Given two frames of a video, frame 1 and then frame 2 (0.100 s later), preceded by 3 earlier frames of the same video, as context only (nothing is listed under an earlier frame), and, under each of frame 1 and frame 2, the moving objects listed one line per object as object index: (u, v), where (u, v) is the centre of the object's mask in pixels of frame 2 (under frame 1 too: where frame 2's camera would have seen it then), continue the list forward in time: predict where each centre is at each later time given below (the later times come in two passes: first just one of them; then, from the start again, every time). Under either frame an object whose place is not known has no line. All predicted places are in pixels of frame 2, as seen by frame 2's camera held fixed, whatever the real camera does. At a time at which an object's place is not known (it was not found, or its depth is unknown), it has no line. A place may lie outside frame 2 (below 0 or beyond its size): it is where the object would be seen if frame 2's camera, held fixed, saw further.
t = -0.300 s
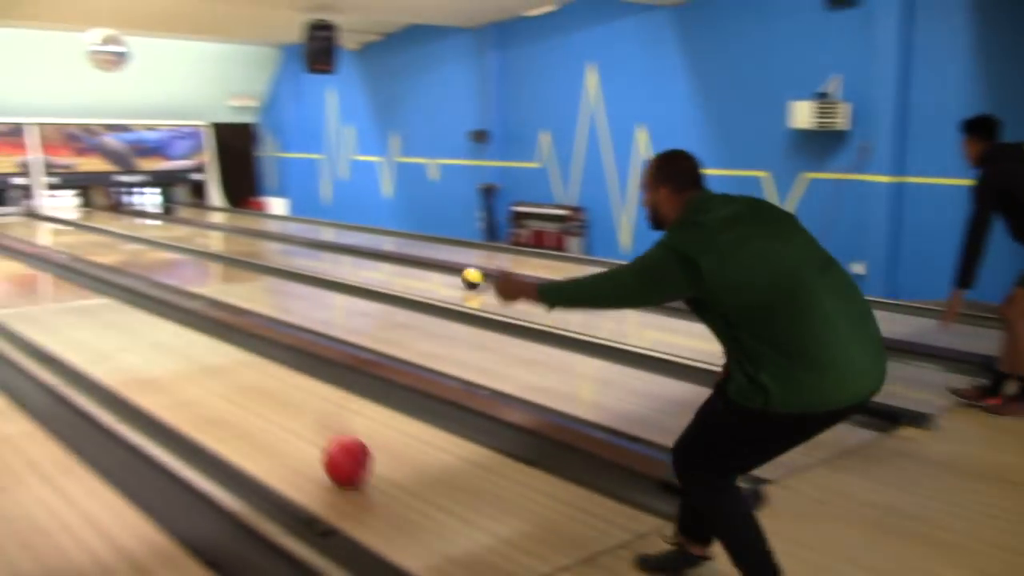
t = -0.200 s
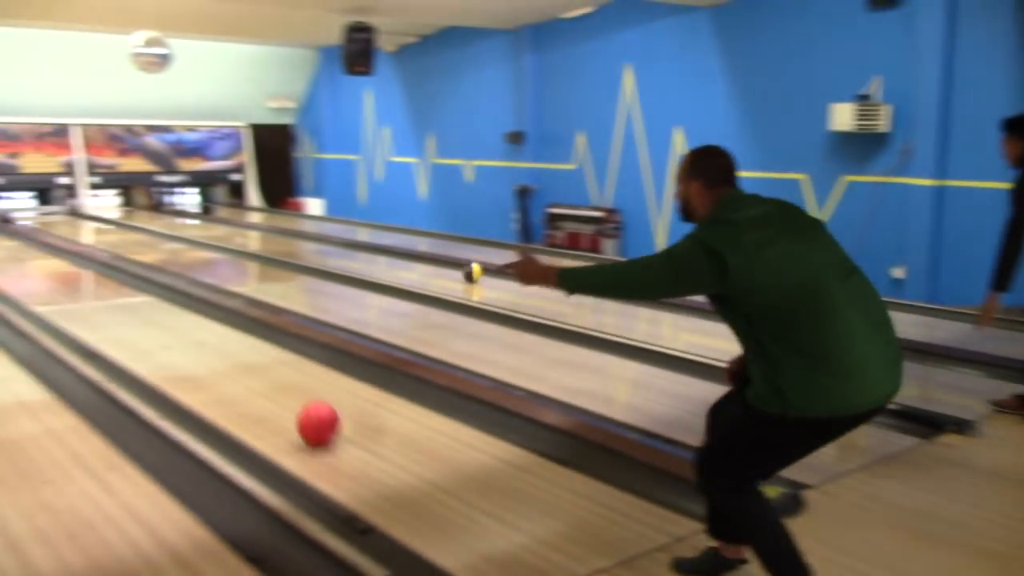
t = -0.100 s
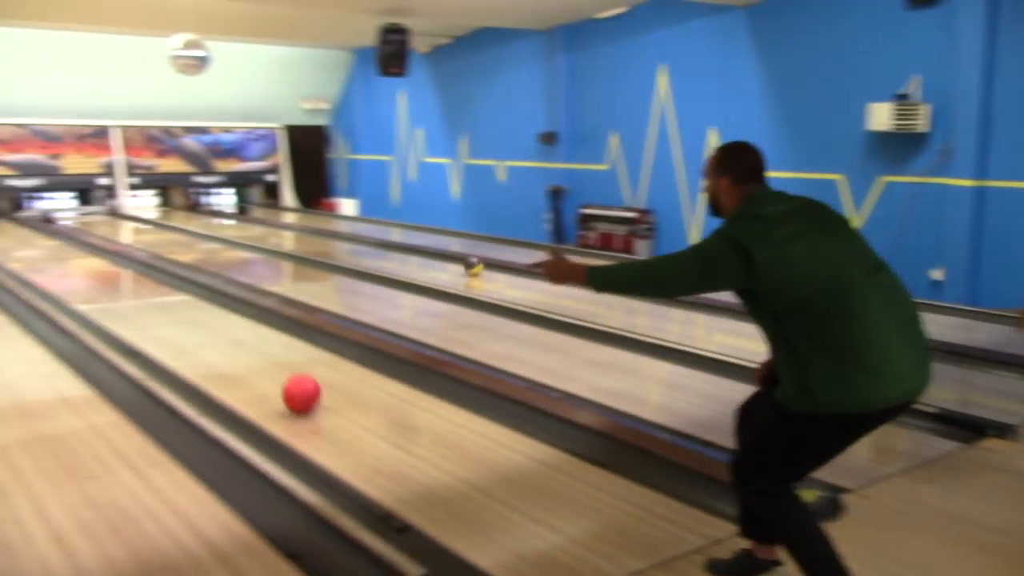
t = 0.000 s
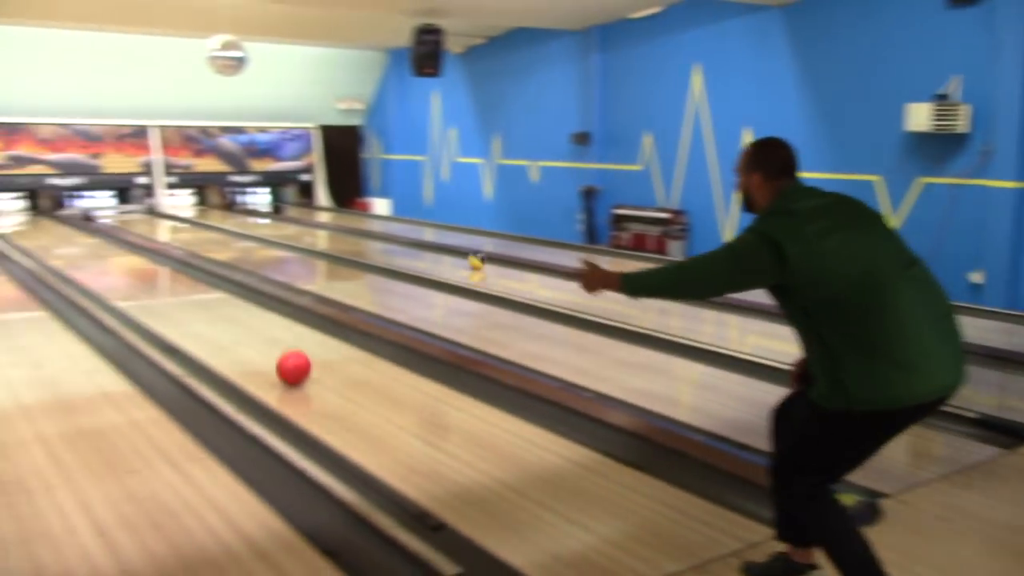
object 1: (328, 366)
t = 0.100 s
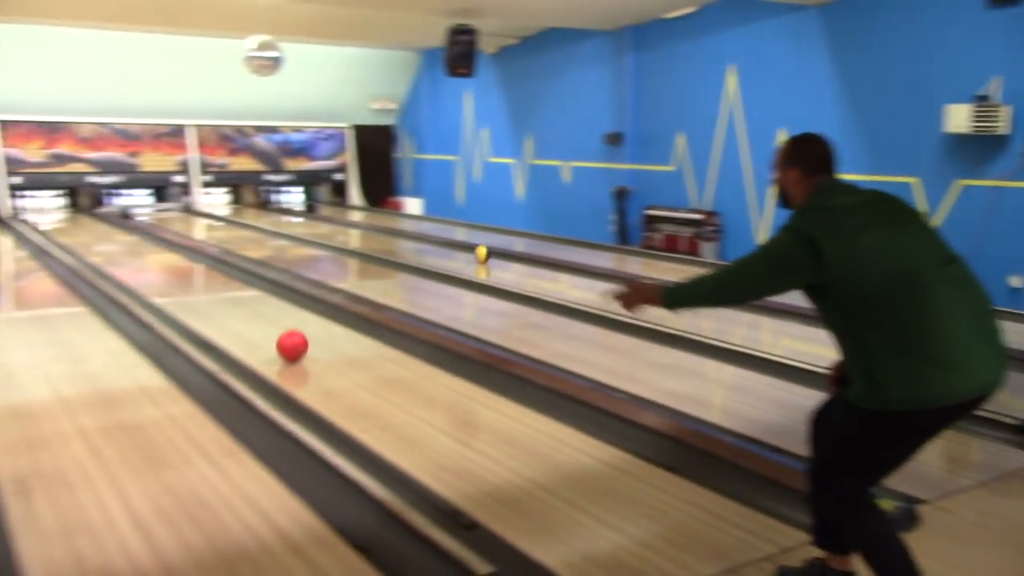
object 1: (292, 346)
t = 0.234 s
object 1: (253, 324)
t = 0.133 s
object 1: (282, 340)
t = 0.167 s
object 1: (271, 334)
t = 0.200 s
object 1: (262, 329)
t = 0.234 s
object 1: (253, 324)
